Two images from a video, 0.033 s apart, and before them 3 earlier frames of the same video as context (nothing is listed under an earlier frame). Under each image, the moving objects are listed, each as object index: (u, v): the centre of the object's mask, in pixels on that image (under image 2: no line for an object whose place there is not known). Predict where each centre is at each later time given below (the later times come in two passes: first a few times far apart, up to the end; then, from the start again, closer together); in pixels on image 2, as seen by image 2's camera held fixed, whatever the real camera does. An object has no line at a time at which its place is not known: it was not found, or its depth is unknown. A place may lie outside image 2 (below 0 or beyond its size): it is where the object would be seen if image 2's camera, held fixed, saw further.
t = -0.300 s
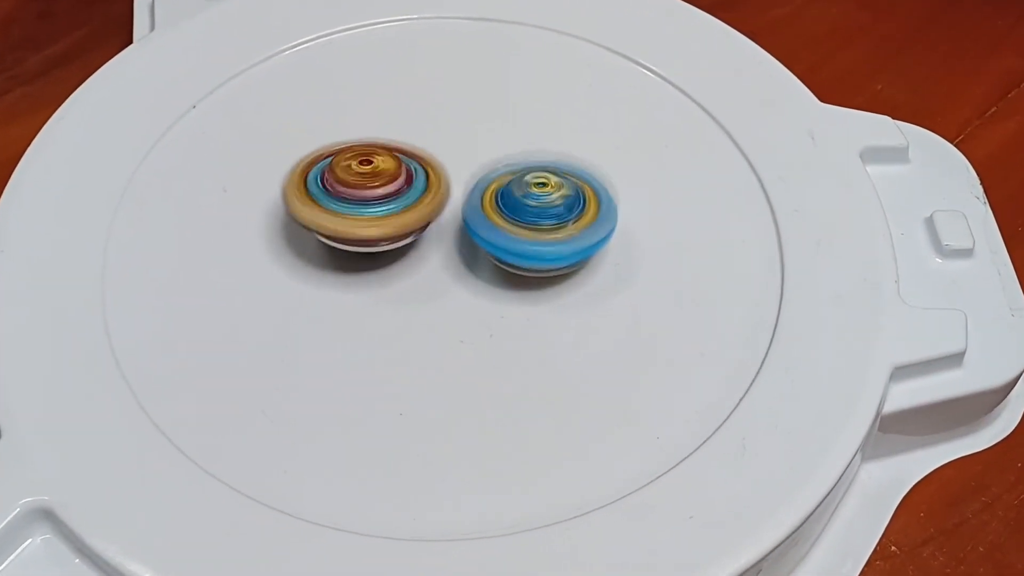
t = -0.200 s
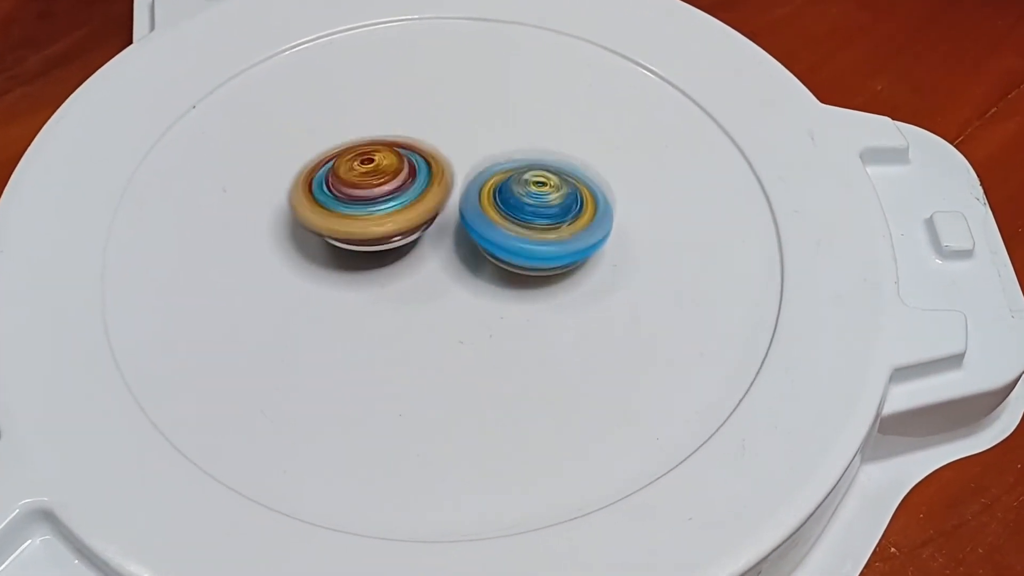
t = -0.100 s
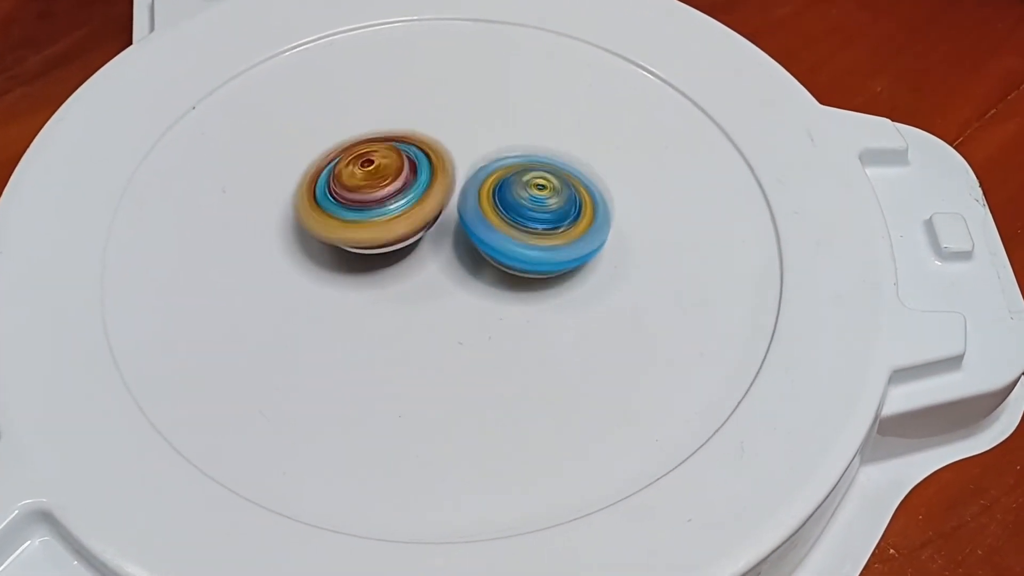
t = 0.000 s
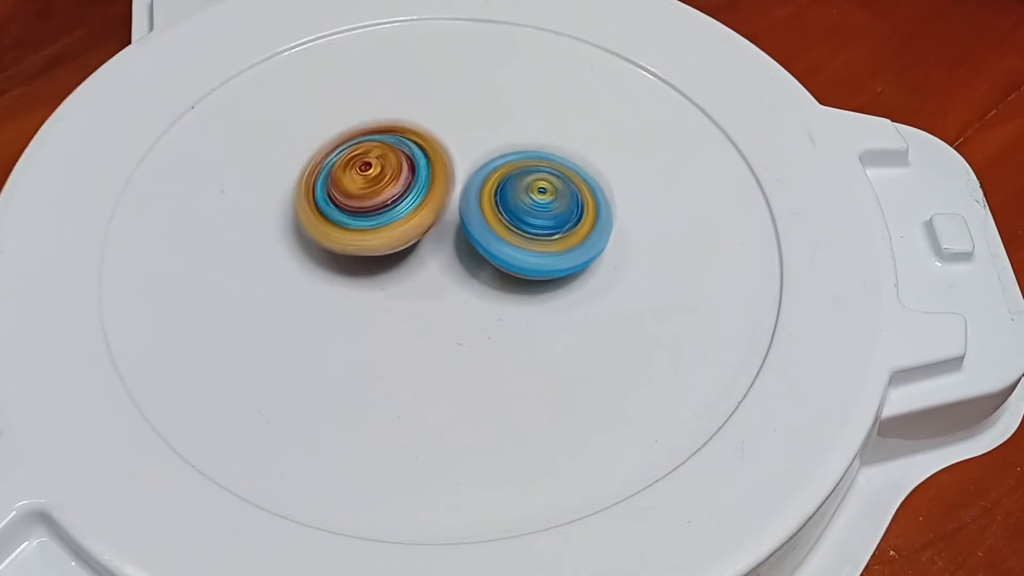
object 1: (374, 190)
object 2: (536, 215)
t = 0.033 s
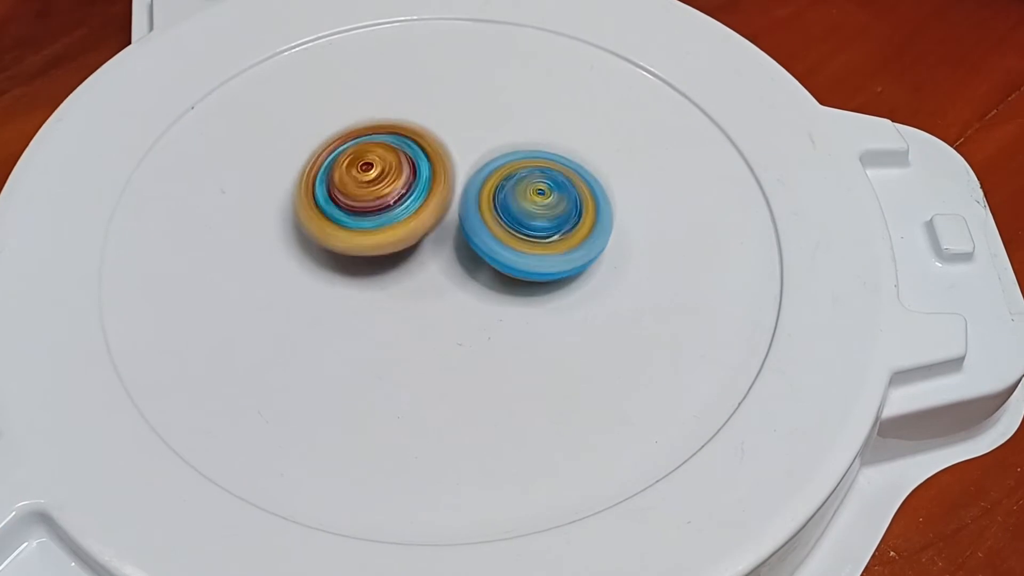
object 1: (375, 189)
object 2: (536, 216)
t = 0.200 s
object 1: (371, 191)
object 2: (532, 216)
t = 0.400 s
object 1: (342, 198)
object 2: (534, 221)
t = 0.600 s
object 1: (354, 213)
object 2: (525, 219)
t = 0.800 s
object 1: (335, 223)
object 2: (571, 217)
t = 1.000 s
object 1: (389, 224)
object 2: (561, 212)
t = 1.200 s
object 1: (392, 220)
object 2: (603, 186)
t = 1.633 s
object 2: (573, 179)
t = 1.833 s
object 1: (397, 206)
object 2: (555, 178)
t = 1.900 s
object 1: (388, 208)
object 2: (562, 176)
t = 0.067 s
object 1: (374, 188)
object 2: (534, 215)
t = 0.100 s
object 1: (374, 188)
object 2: (534, 215)
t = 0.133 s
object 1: (373, 189)
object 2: (534, 215)
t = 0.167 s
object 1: (371, 190)
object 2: (533, 215)
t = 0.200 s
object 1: (371, 191)
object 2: (532, 216)
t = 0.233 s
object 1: (365, 191)
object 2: (536, 218)
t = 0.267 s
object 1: (358, 191)
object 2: (538, 221)
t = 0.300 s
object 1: (351, 192)
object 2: (538, 222)
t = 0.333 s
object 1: (348, 194)
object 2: (538, 222)
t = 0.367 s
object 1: (344, 196)
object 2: (536, 221)
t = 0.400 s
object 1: (342, 198)
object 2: (534, 221)
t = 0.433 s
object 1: (341, 201)
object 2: (532, 220)
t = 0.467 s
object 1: (342, 203)
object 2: (531, 219)
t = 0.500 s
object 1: (343, 206)
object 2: (530, 218)
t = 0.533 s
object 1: (346, 208)
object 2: (529, 217)
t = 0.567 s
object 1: (349, 210)
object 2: (527, 219)
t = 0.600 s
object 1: (354, 213)
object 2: (525, 219)
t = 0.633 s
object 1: (357, 214)
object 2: (524, 220)
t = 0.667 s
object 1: (343, 218)
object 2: (540, 219)
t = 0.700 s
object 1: (333, 221)
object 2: (557, 216)
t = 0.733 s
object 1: (331, 222)
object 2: (566, 214)
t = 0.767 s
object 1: (332, 223)
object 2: (571, 216)
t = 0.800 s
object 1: (335, 223)
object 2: (571, 217)
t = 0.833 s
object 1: (340, 223)
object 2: (569, 217)
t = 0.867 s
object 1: (345, 223)
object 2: (567, 216)
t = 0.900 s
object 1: (354, 224)
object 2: (566, 214)
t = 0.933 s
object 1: (364, 224)
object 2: (565, 213)
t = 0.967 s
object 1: (375, 225)
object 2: (563, 212)
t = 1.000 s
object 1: (389, 224)
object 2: (561, 212)
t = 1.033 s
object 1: (395, 223)
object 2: (569, 209)
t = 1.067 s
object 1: (389, 223)
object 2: (587, 203)
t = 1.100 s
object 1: (388, 223)
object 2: (597, 197)
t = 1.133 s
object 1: (389, 223)
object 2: (602, 193)
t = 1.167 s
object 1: (392, 222)
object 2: (604, 189)
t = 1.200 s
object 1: (392, 220)
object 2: (603, 186)
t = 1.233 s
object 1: (392, 219)
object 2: (603, 184)
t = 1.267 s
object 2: (601, 184)
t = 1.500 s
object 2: (582, 181)
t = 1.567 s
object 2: (577, 179)
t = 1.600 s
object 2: (574, 179)
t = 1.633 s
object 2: (573, 179)
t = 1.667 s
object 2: (569, 180)
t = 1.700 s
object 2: (567, 179)
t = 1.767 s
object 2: (562, 179)
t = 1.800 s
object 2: (559, 179)
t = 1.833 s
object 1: (397, 206)
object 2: (555, 178)
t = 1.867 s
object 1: (395, 206)
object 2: (553, 178)
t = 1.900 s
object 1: (388, 208)
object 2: (562, 176)
